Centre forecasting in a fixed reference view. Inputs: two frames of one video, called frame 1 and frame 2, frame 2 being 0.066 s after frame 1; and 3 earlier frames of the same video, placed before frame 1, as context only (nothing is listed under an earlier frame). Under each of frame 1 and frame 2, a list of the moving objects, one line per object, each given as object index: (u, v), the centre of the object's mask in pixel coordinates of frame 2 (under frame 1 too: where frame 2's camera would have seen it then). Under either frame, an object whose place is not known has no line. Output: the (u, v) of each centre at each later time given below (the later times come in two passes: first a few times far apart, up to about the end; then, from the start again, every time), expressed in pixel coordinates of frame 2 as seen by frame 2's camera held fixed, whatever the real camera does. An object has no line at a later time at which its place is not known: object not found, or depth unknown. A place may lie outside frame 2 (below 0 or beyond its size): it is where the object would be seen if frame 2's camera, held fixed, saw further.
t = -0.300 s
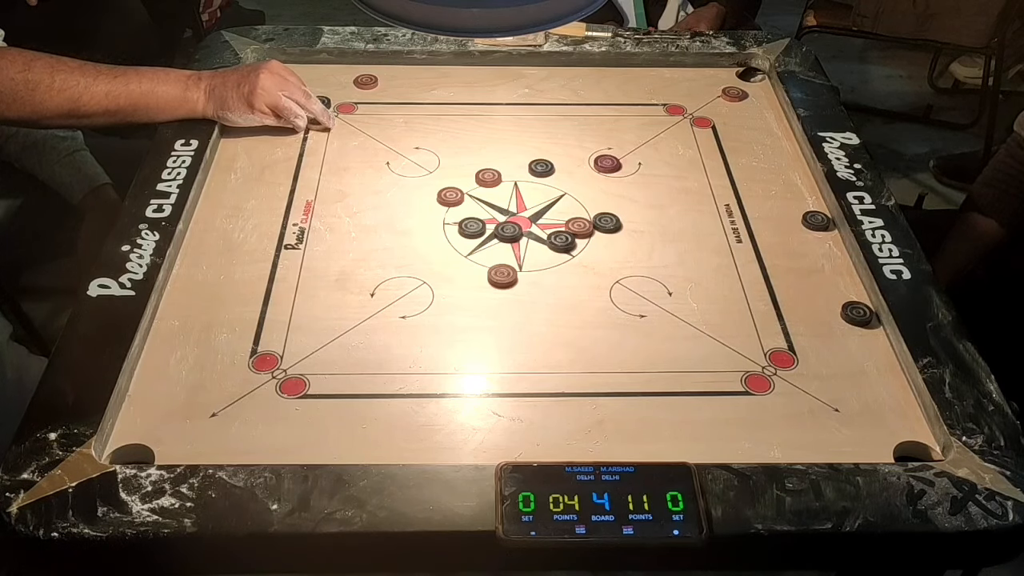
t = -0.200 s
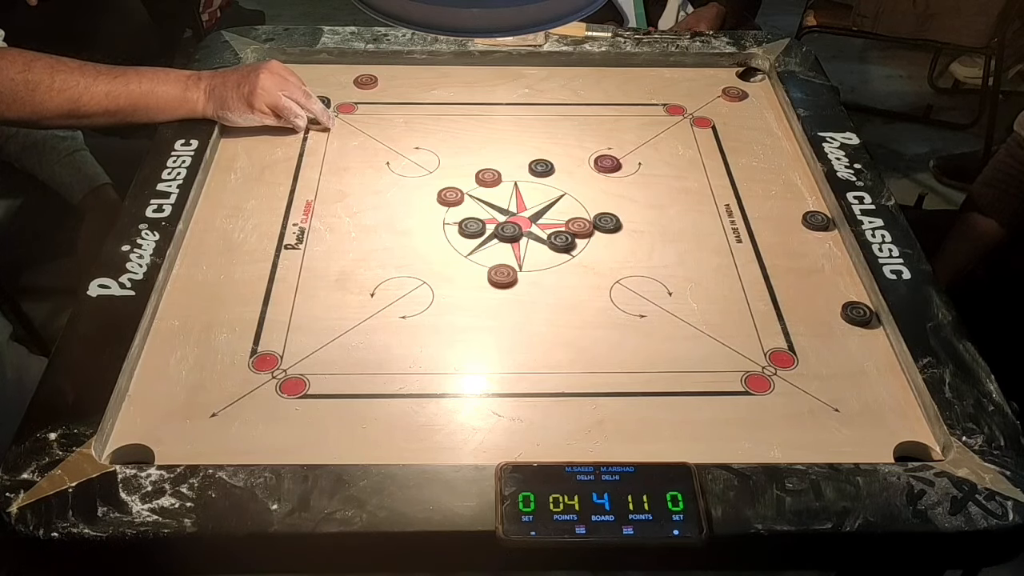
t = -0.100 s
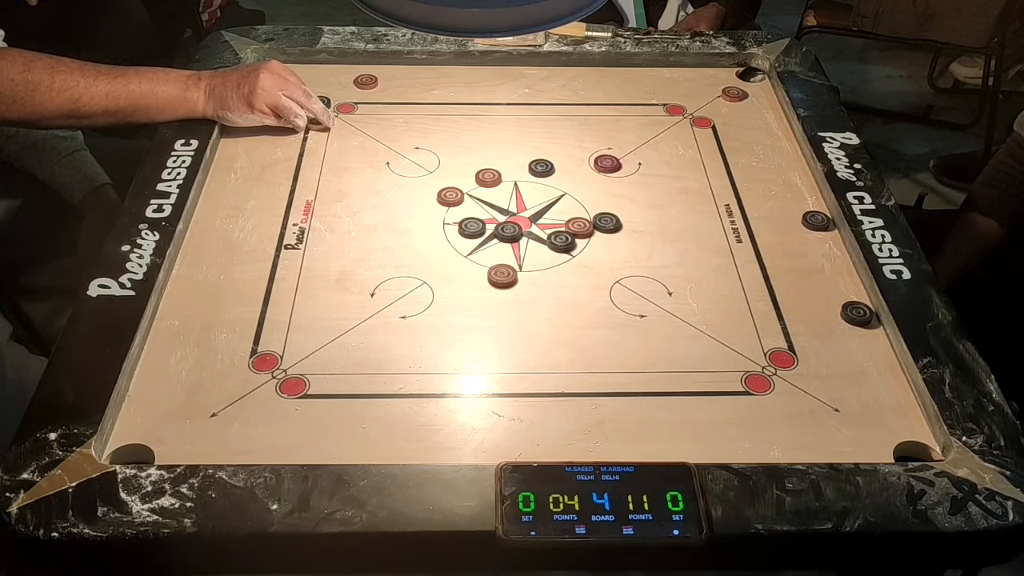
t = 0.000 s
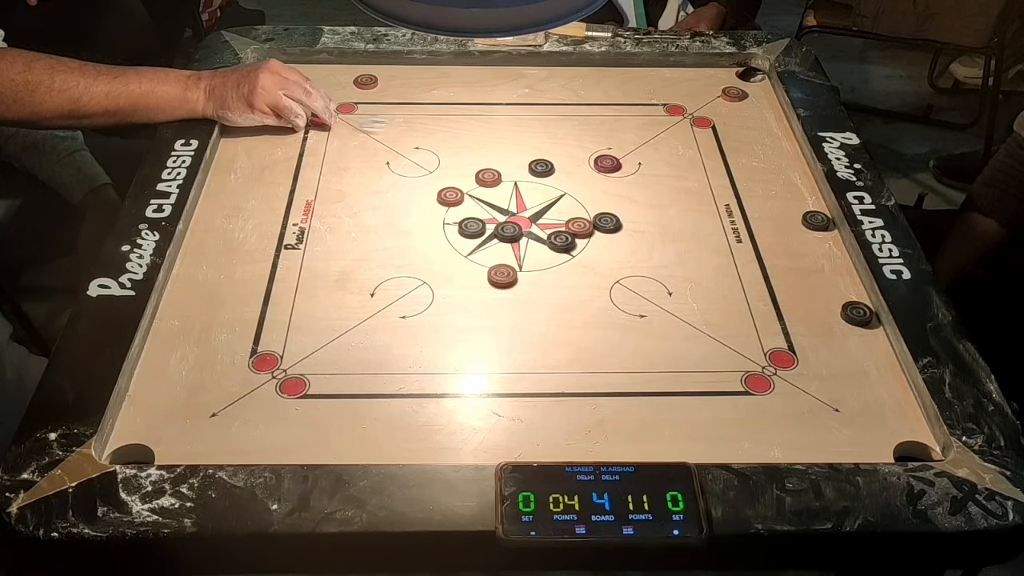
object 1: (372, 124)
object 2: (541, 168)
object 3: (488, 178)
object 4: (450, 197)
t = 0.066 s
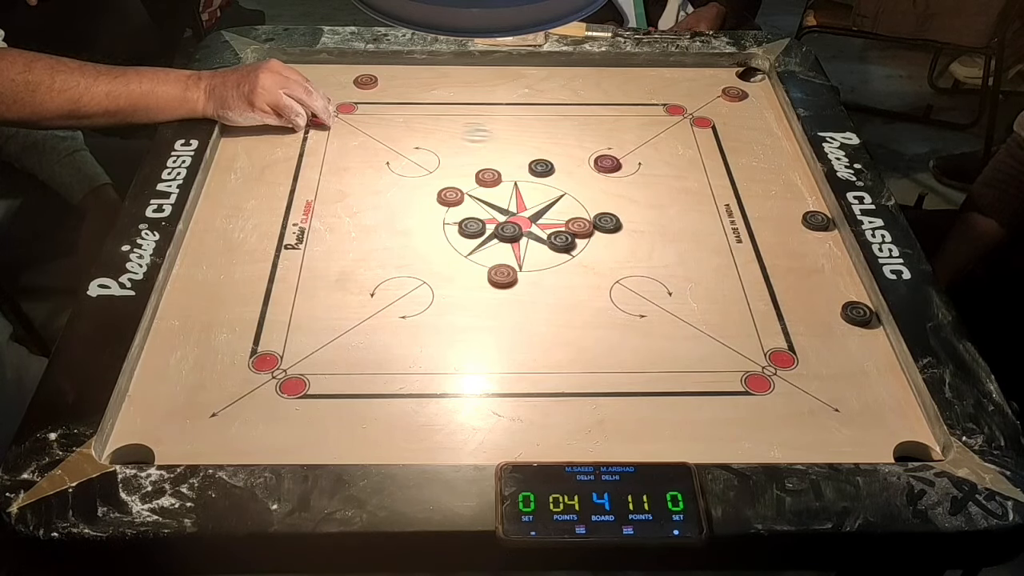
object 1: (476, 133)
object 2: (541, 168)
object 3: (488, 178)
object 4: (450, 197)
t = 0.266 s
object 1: (775, 155)
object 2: (541, 168)
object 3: (488, 178)
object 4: (450, 197)
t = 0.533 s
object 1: (590, 172)
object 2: (501, 166)
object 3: (460, 182)
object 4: (439, 203)
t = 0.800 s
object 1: (523, 181)
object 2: (479, 155)
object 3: (425, 173)
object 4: (332, 273)
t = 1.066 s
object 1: (517, 182)
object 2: (479, 155)
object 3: (425, 174)
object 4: (296, 298)
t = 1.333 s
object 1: (517, 182)
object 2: (479, 155)
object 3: (425, 173)
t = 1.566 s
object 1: (517, 182)
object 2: (479, 155)
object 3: (425, 173)
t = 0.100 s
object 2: (541, 168)
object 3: (488, 178)
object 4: (450, 197)
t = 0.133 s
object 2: (541, 168)
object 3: (488, 178)
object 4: (450, 197)
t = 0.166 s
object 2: (541, 168)
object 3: (488, 178)
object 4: (450, 197)
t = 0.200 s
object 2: (541, 168)
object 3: (488, 178)
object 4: (450, 197)
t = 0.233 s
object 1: (728, 151)
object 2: (541, 168)
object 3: (488, 178)
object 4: (450, 197)
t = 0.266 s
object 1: (775, 155)
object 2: (541, 168)
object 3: (488, 178)
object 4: (450, 197)
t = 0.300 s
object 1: (770, 158)
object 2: (541, 168)
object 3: (488, 178)
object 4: (450, 197)
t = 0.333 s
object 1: (733, 160)
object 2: (541, 168)
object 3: (488, 178)
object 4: (450, 197)
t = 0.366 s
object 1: (698, 163)
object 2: (541, 168)
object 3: (488, 178)
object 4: (450, 197)
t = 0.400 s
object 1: (662, 165)
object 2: (541, 168)
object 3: (488, 178)
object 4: (450, 197)
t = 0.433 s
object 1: (634, 166)
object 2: (541, 168)
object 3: (488, 178)
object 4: (450, 197)
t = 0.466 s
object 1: (617, 168)
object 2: (532, 169)
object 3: (488, 178)
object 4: (450, 197)
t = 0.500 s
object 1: (604, 170)
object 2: (508, 169)
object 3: (476, 181)
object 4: (450, 197)
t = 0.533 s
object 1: (590, 172)
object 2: (501, 166)
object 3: (460, 182)
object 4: (439, 203)
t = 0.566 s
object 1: (578, 174)
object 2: (495, 163)
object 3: (451, 180)
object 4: (423, 214)
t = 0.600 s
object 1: (566, 175)
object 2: (490, 160)
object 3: (443, 178)
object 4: (408, 223)
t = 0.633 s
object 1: (556, 177)
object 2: (486, 158)
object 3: (437, 177)
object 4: (393, 233)
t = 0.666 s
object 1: (548, 178)
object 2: (482, 157)
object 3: (432, 175)
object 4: (378, 242)
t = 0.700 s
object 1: (540, 179)
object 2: (480, 156)
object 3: (428, 174)
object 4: (365, 250)
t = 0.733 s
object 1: (533, 180)
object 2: (479, 155)
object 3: (425, 174)
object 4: (353, 258)
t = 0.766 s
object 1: (528, 181)
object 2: (479, 155)
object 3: (425, 173)
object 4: (342, 266)
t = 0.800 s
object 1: (523, 181)
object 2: (479, 155)
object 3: (425, 173)
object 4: (332, 273)
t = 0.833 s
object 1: (520, 182)
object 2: (479, 155)
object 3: (425, 174)
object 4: (323, 279)
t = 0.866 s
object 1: (518, 182)
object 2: (479, 155)
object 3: (425, 173)
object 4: (316, 284)
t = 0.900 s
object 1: (517, 182)
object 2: (479, 155)
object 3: (425, 173)
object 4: (309, 289)
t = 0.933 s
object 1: (517, 182)
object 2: (479, 155)
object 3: (425, 173)
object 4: (304, 292)
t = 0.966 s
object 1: (517, 182)
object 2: (479, 155)
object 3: (425, 173)
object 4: (300, 295)
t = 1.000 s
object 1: (517, 182)
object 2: (479, 155)
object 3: (425, 173)
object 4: (298, 297)
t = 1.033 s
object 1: (517, 182)
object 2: (479, 155)
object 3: (425, 173)
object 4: (296, 298)
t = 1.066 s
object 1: (517, 182)
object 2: (479, 155)
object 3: (425, 174)
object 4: (296, 298)
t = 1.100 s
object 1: (517, 182)
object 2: (479, 155)
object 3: (425, 174)
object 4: (296, 298)
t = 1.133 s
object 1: (517, 182)
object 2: (479, 155)
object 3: (425, 174)
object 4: (296, 298)
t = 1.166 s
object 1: (517, 182)
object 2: (479, 155)
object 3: (425, 173)
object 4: (296, 298)
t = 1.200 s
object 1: (517, 182)
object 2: (479, 155)
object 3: (425, 174)
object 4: (296, 298)
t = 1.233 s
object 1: (517, 182)
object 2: (479, 155)
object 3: (425, 174)
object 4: (296, 298)
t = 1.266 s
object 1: (517, 182)
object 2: (479, 155)
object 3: (425, 174)
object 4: (296, 298)
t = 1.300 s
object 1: (517, 182)
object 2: (479, 155)
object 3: (425, 174)
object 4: (296, 298)
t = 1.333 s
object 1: (517, 182)
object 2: (479, 155)
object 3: (425, 173)
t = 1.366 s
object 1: (517, 182)
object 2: (479, 155)
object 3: (425, 173)
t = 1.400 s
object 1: (517, 182)
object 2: (479, 155)
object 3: (425, 173)
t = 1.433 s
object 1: (517, 182)
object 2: (479, 155)
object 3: (425, 173)
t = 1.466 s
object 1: (517, 182)
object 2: (479, 155)
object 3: (425, 173)
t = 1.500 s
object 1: (517, 182)
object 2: (479, 155)
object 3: (425, 173)
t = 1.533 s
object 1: (517, 182)
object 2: (479, 155)
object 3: (425, 173)
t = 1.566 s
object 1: (517, 182)
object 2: (479, 155)
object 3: (425, 173)
